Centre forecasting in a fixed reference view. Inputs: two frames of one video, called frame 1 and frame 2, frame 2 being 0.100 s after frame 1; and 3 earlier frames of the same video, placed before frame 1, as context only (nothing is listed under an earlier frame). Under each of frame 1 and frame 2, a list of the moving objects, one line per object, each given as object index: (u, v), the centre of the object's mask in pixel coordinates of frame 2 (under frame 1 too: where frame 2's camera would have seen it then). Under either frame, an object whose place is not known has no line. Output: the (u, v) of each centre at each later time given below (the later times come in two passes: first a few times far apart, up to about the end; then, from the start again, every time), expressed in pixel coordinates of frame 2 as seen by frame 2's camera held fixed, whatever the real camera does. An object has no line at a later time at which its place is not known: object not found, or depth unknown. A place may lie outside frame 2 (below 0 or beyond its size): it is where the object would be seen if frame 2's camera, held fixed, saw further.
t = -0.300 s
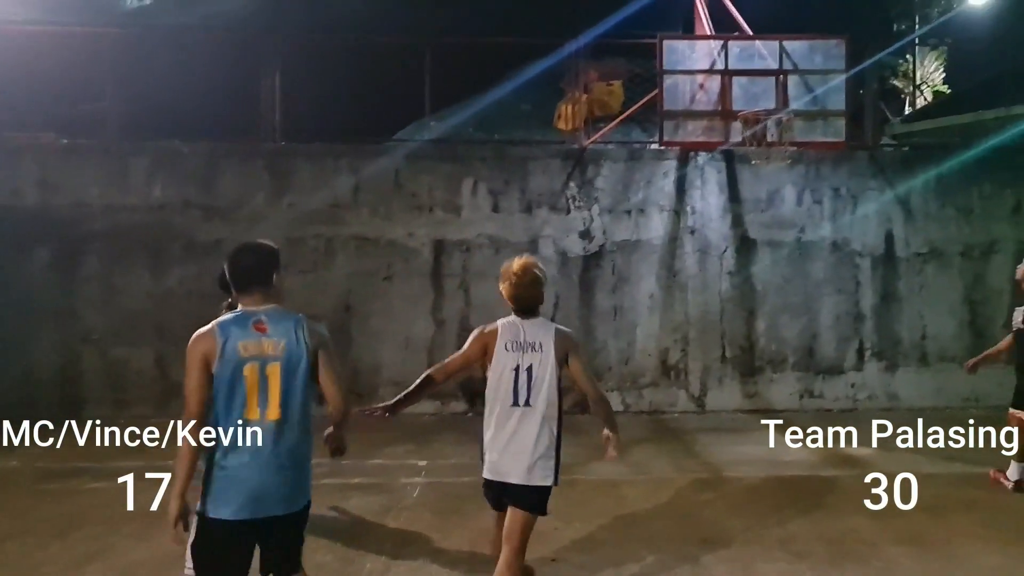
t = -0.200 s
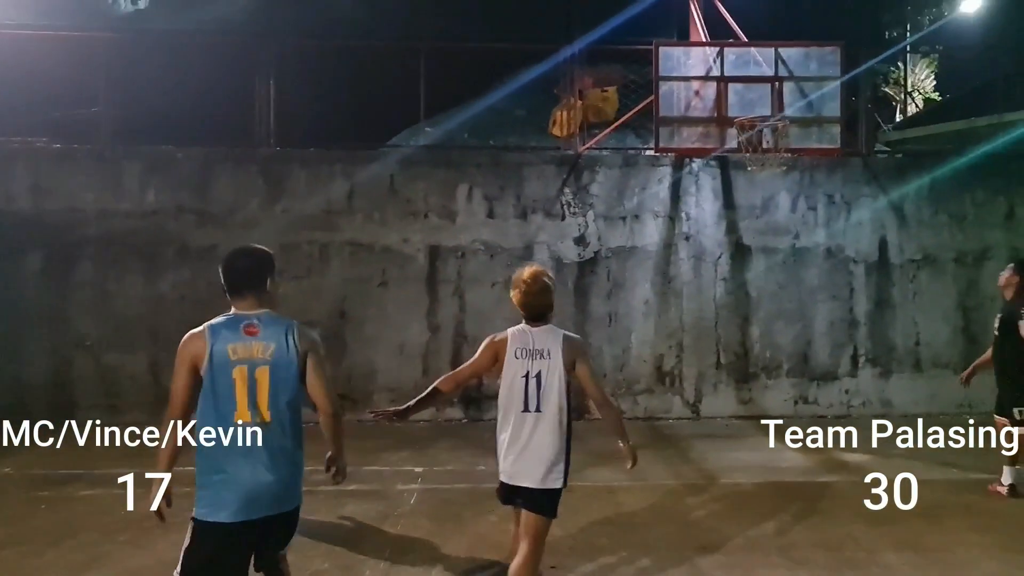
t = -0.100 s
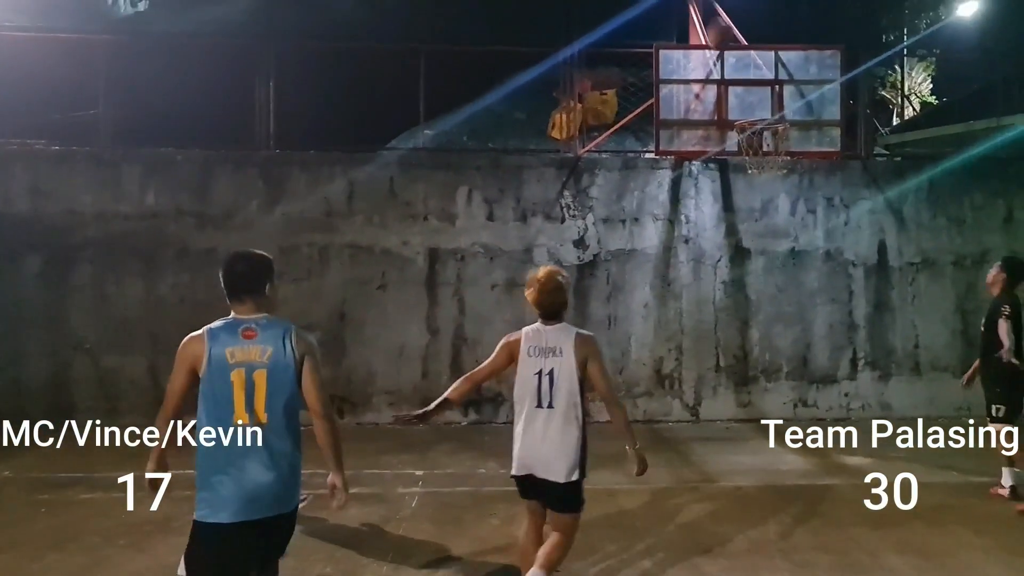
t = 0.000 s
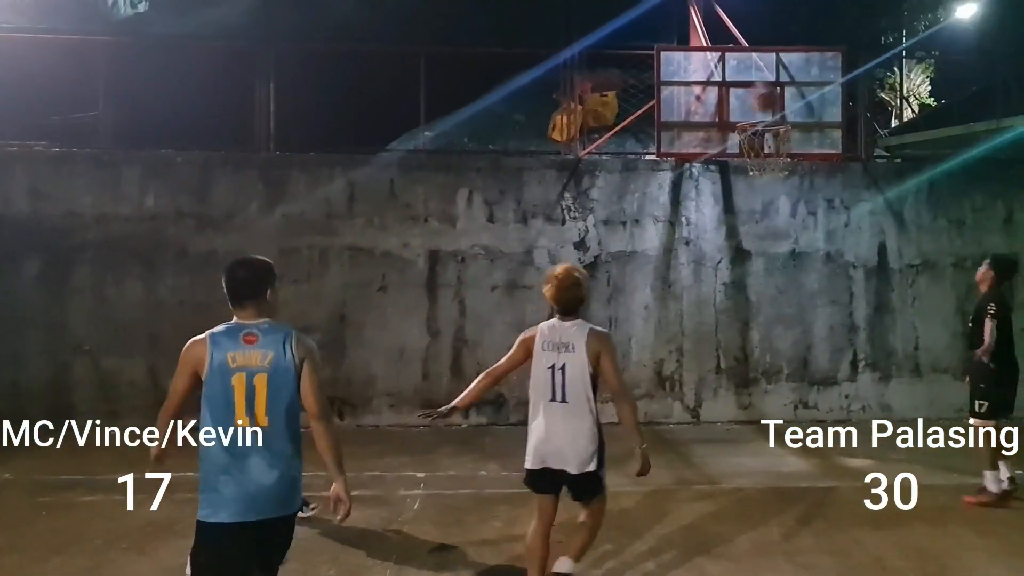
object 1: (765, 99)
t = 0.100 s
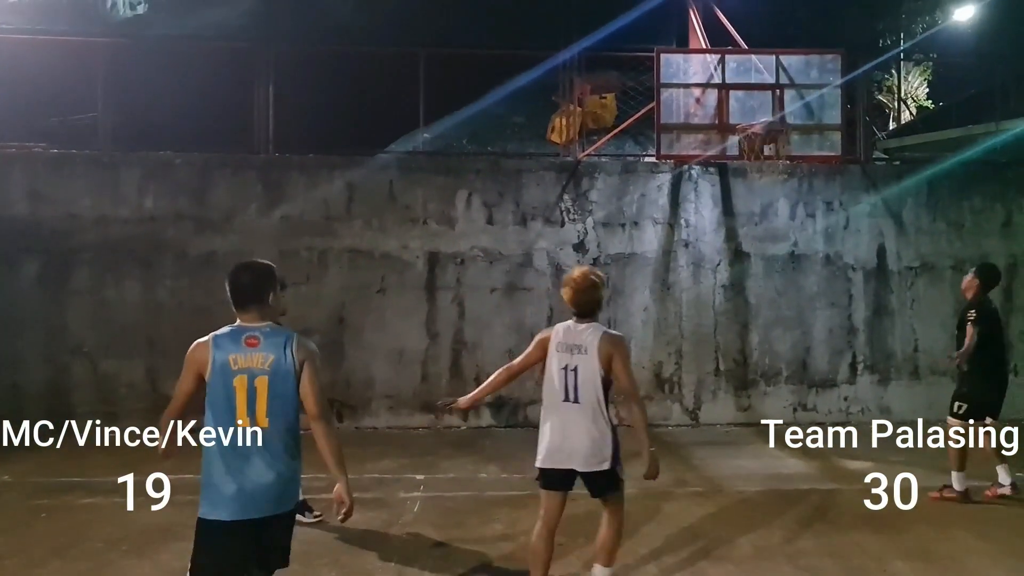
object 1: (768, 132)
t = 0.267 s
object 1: (772, 140)
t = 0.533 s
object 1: (789, 171)
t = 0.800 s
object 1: (774, 253)
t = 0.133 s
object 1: (754, 142)
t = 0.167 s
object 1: (752, 139)
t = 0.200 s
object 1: (753, 139)
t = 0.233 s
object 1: (758, 140)
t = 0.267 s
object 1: (772, 140)
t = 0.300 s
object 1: (780, 142)
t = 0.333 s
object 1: (786, 145)
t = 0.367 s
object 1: (789, 149)
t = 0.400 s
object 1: (792, 154)
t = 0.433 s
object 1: (793, 158)
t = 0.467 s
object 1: (792, 162)
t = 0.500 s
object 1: (792, 165)
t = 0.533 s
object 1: (789, 171)
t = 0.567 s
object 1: (787, 178)
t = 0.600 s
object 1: (786, 185)
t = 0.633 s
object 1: (785, 194)
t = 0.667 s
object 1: (783, 203)
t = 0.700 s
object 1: (781, 214)
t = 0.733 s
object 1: (779, 226)
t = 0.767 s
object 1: (777, 239)
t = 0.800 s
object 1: (774, 253)
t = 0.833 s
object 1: (773, 268)
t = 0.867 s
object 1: (771, 284)
